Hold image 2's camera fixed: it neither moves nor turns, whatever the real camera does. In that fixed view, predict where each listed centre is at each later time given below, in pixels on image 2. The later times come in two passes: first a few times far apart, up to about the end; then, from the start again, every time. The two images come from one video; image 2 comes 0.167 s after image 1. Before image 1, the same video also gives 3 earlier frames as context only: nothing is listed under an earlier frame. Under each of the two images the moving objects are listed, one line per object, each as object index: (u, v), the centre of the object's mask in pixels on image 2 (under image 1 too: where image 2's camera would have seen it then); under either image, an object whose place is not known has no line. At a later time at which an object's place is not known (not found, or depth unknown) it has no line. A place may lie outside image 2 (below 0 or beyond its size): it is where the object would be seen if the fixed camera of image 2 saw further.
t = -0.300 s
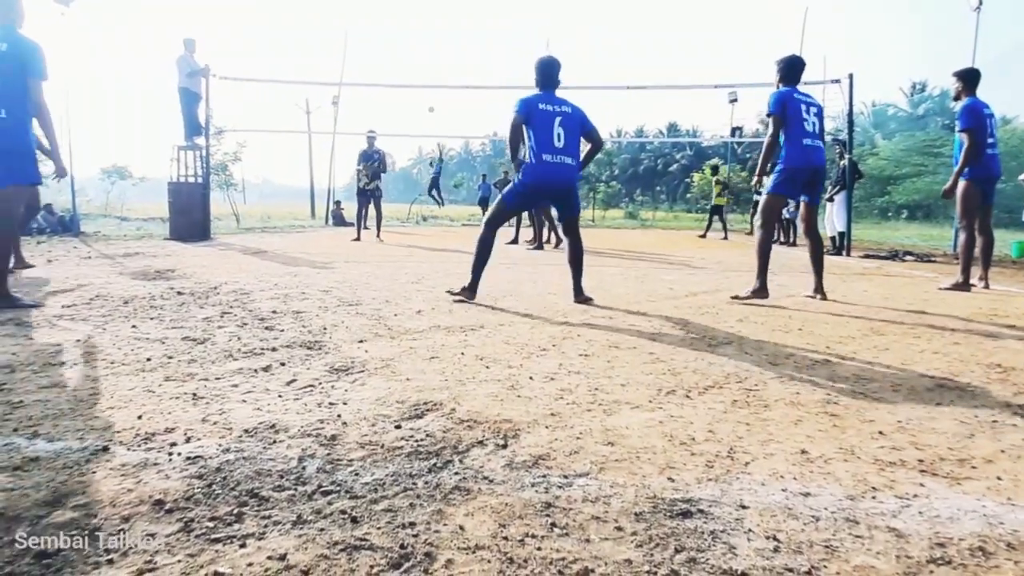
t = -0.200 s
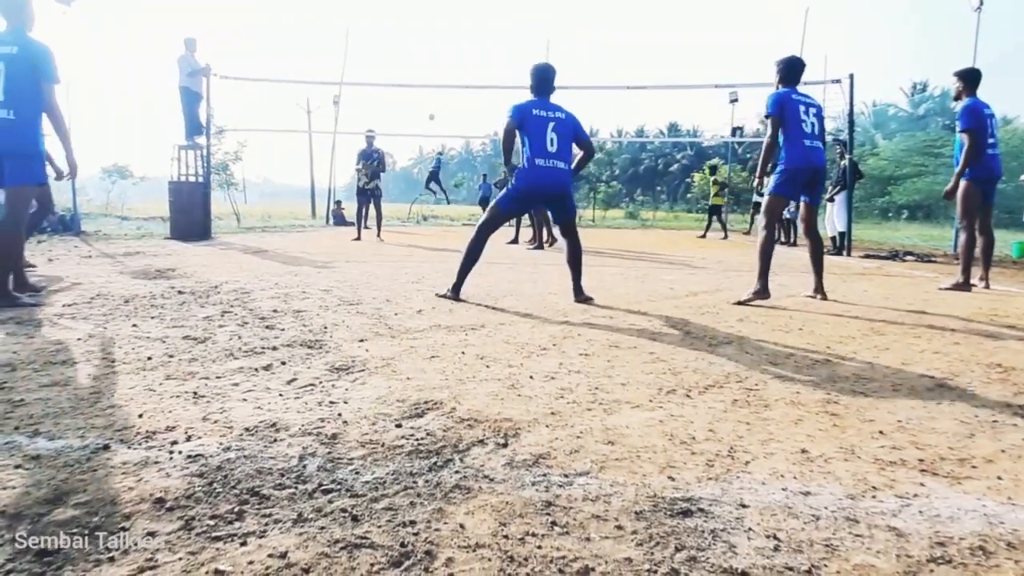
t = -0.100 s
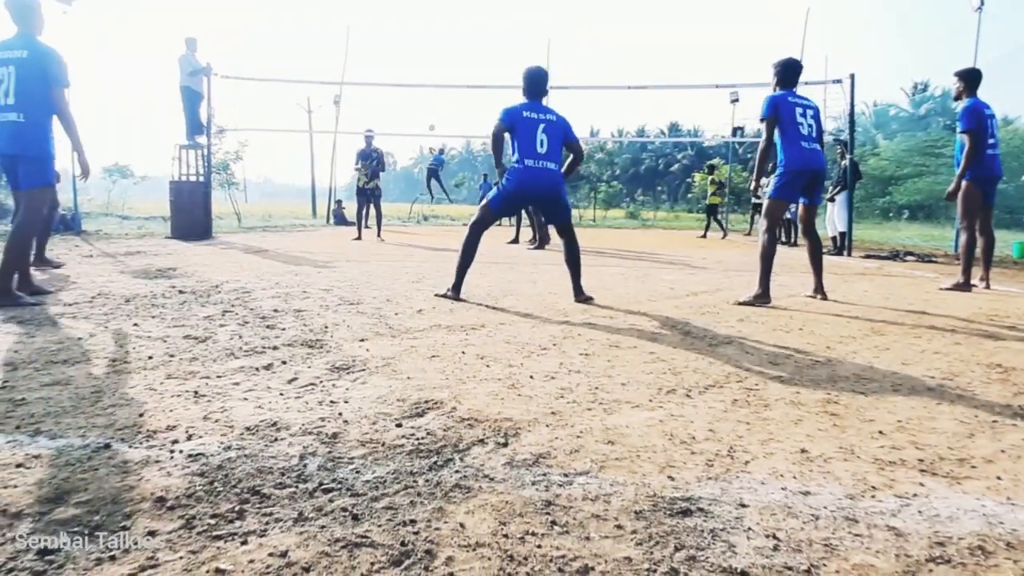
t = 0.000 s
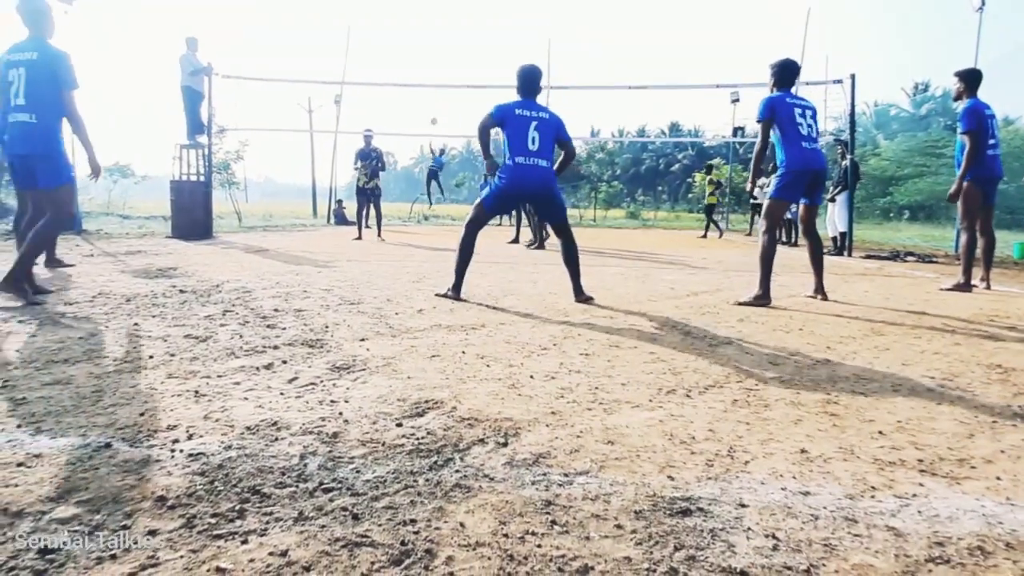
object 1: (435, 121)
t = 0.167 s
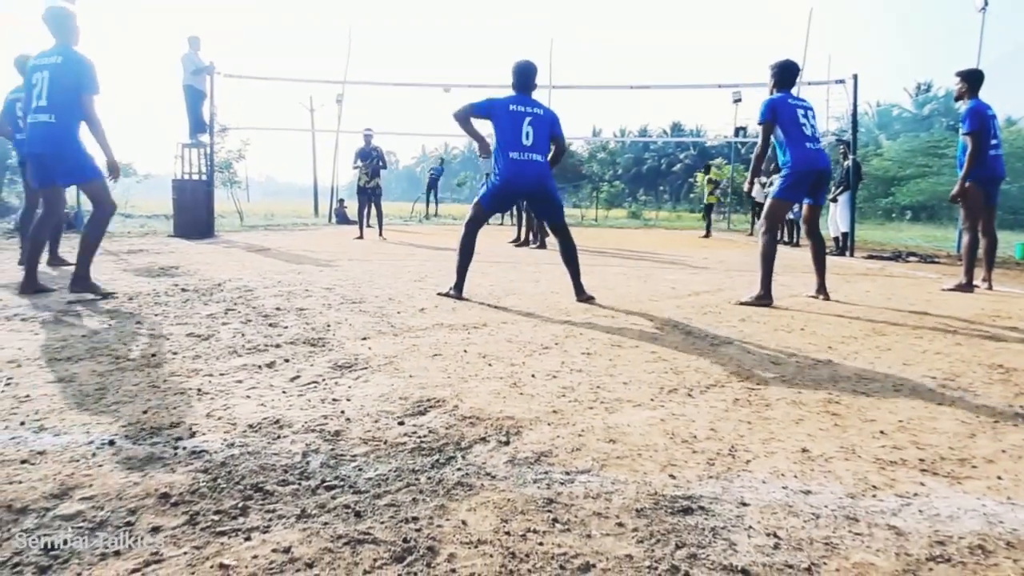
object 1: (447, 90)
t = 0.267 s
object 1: (458, 73)
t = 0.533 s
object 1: (520, 62)
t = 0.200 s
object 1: (450, 81)
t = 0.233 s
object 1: (454, 77)
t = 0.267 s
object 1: (458, 73)
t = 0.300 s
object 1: (464, 69)
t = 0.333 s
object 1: (469, 66)
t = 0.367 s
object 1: (475, 63)
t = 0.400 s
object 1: (482, 60)
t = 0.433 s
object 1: (490, 59)
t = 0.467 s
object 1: (499, 59)
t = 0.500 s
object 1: (509, 60)
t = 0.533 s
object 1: (520, 62)
